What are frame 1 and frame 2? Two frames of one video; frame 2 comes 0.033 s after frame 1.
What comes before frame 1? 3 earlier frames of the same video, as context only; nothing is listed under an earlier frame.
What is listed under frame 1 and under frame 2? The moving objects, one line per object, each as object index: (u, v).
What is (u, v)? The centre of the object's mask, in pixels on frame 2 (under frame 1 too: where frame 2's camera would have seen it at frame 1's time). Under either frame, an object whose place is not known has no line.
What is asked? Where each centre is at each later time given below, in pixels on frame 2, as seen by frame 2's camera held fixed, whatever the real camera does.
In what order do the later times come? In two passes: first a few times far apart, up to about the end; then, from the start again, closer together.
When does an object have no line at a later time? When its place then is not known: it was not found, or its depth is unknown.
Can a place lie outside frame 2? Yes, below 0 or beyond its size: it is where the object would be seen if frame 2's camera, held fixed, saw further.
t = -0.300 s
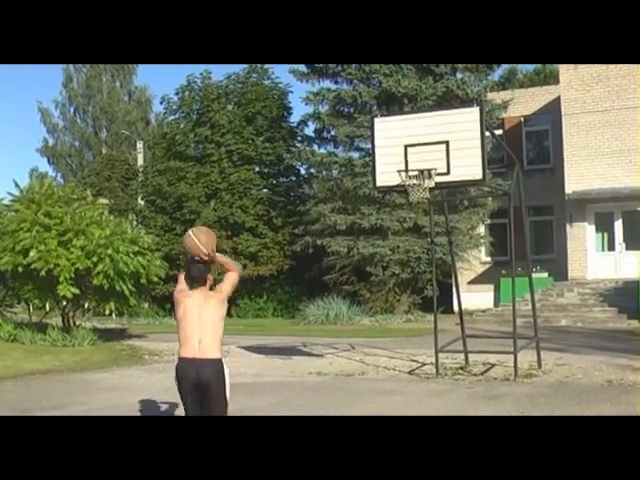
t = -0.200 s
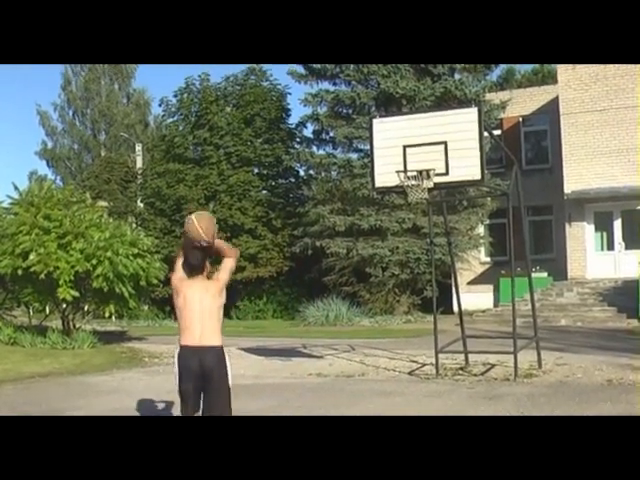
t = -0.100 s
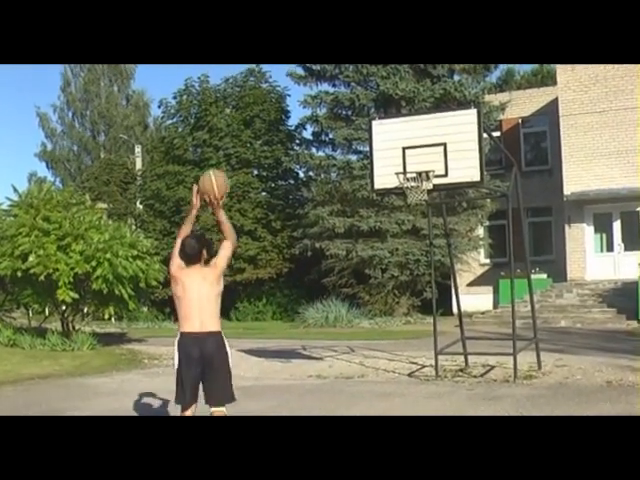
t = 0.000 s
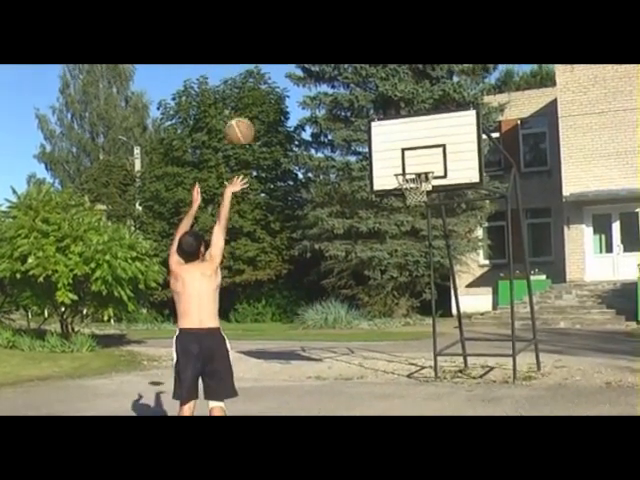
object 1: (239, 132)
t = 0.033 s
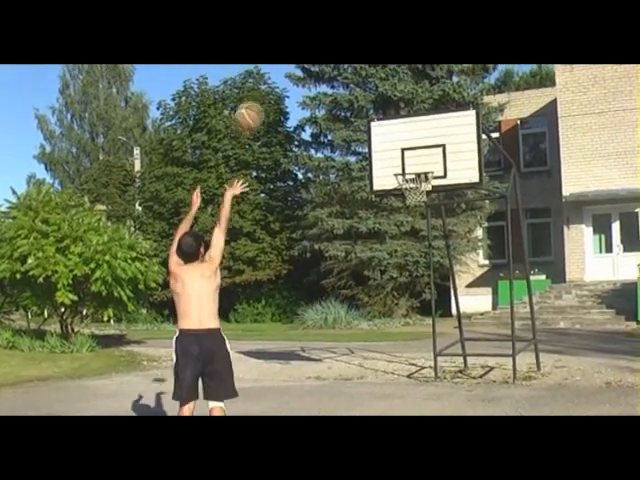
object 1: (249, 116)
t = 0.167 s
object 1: (281, 79)
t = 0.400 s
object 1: (330, 68)
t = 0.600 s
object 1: (364, 90)
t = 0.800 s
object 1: (394, 145)
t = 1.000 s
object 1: (417, 165)
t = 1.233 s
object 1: (417, 139)
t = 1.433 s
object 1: (419, 149)
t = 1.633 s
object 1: (418, 151)
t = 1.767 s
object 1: (415, 151)
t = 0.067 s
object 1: (254, 107)
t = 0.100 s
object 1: (264, 96)
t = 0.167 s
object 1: (281, 79)
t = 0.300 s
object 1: (308, 68)
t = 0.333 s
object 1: (314, 69)
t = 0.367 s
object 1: (320, 66)
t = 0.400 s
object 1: (330, 68)
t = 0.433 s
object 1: (335, 68)
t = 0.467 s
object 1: (342, 69)
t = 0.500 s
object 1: (347, 71)
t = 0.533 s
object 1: (352, 76)
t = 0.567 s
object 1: (359, 82)
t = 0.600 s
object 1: (364, 90)
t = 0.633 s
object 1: (369, 98)
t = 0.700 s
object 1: (379, 114)
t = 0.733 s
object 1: (384, 123)
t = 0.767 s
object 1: (389, 133)
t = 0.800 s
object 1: (394, 145)
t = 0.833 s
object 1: (399, 156)
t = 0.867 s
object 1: (403, 165)
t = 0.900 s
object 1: (407, 164)
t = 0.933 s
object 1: (411, 164)
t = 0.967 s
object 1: (413, 164)
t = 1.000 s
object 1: (417, 165)
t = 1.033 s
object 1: (416, 163)
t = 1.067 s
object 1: (418, 155)
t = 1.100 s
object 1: (418, 150)
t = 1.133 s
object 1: (418, 145)
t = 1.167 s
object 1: (417, 143)
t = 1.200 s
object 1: (417, 141)
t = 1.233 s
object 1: (417, 139)
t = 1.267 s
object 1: (417, 139)
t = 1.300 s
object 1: (417, 139)
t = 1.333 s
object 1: (417, 140)
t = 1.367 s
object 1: (418, 142)
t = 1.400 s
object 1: (419, 146)
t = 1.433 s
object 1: (419, 149)
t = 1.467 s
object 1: (419, 153)
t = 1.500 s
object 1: (420, 159)
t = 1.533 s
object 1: (419, 160)
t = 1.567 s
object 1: (419, 157)
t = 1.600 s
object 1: (418, 154)
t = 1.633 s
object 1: (418, 151)
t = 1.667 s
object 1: (417, 151)
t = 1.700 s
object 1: (416, 150)
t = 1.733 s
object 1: (416, 150)
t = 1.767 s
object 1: (415, 151)
